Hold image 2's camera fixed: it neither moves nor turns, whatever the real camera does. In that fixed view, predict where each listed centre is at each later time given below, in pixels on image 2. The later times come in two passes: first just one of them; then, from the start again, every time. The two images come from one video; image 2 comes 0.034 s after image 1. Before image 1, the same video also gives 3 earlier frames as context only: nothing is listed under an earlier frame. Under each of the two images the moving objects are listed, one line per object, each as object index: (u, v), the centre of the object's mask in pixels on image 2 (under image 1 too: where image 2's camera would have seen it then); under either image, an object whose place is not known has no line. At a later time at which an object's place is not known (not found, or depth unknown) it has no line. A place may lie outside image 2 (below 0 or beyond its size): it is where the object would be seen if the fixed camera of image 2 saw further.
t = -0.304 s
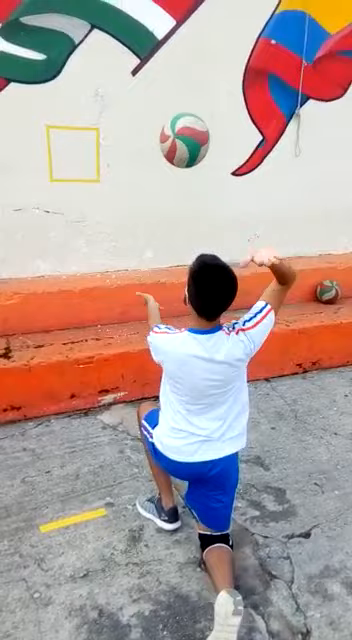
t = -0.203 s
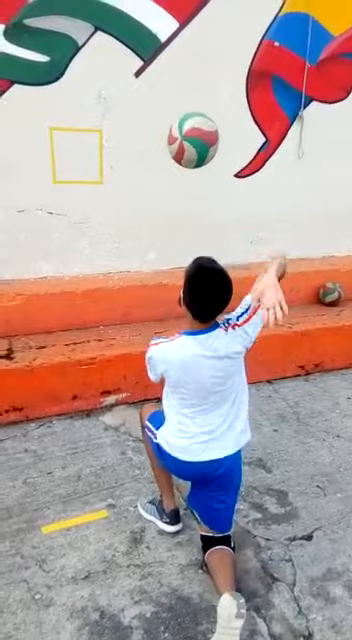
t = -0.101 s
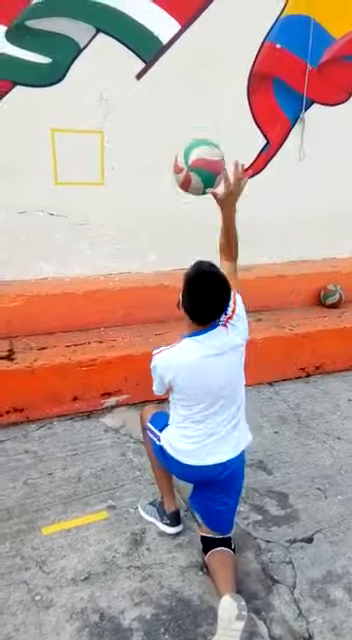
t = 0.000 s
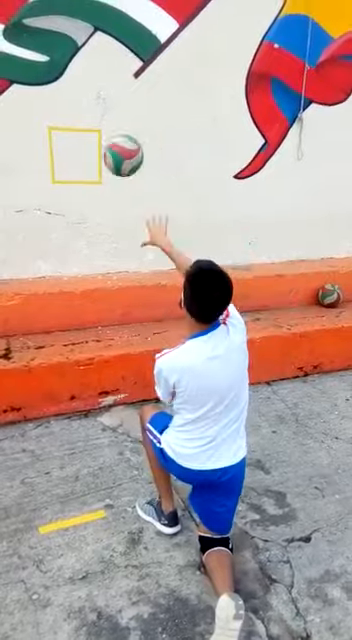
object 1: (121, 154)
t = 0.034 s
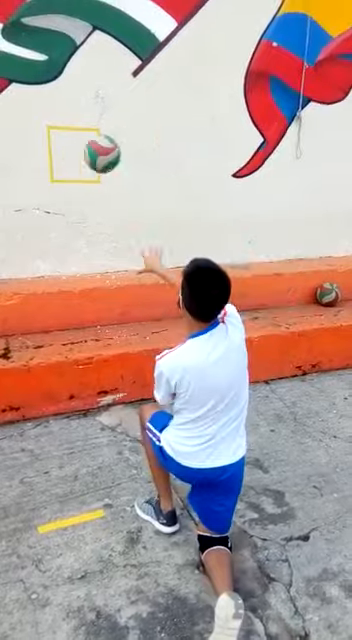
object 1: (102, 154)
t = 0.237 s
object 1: (71, 182)
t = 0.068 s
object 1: (86, 155)
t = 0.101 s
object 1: (72, 159)
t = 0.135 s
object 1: (61, 163)
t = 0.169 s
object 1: (63, 167)
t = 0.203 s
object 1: (67, 173)
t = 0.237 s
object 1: (71, 182)
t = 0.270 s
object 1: (76, 194)
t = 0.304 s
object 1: (82, 208)
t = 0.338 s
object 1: (88, 227)
